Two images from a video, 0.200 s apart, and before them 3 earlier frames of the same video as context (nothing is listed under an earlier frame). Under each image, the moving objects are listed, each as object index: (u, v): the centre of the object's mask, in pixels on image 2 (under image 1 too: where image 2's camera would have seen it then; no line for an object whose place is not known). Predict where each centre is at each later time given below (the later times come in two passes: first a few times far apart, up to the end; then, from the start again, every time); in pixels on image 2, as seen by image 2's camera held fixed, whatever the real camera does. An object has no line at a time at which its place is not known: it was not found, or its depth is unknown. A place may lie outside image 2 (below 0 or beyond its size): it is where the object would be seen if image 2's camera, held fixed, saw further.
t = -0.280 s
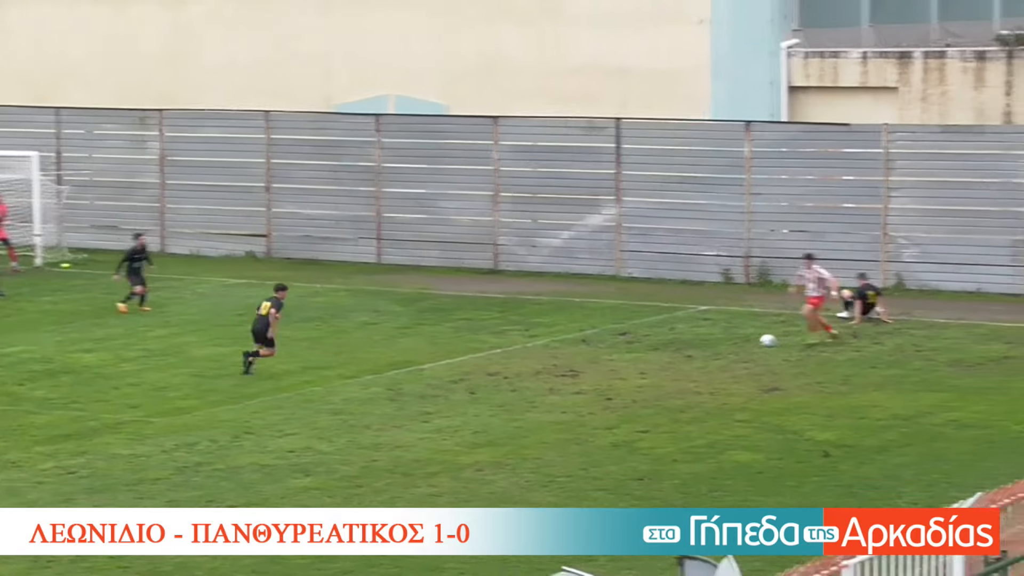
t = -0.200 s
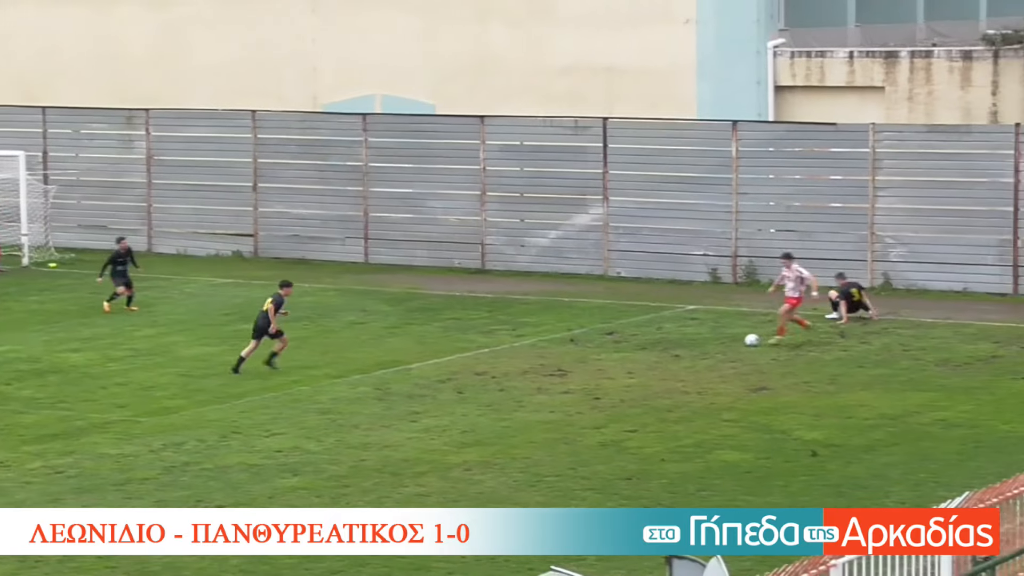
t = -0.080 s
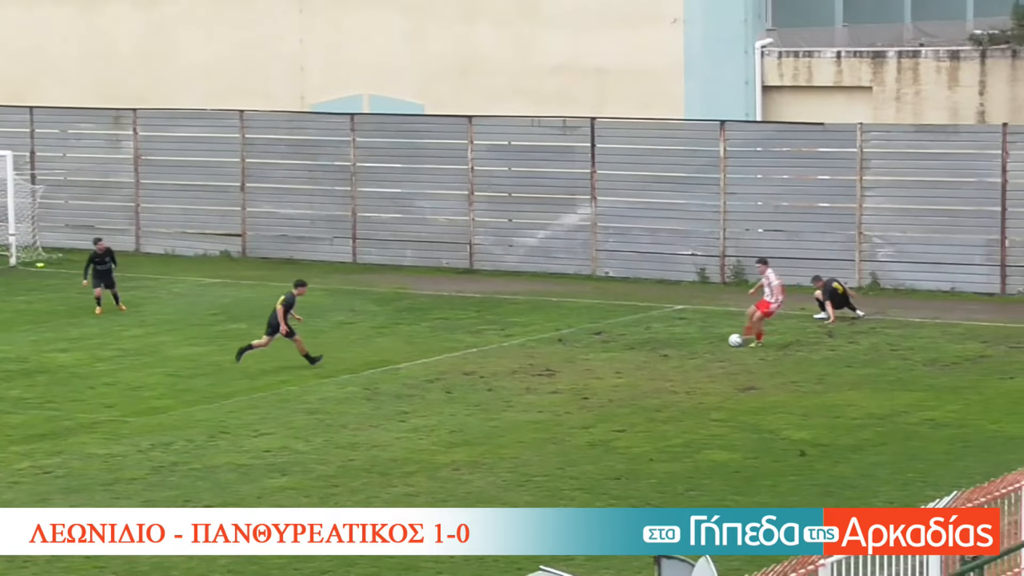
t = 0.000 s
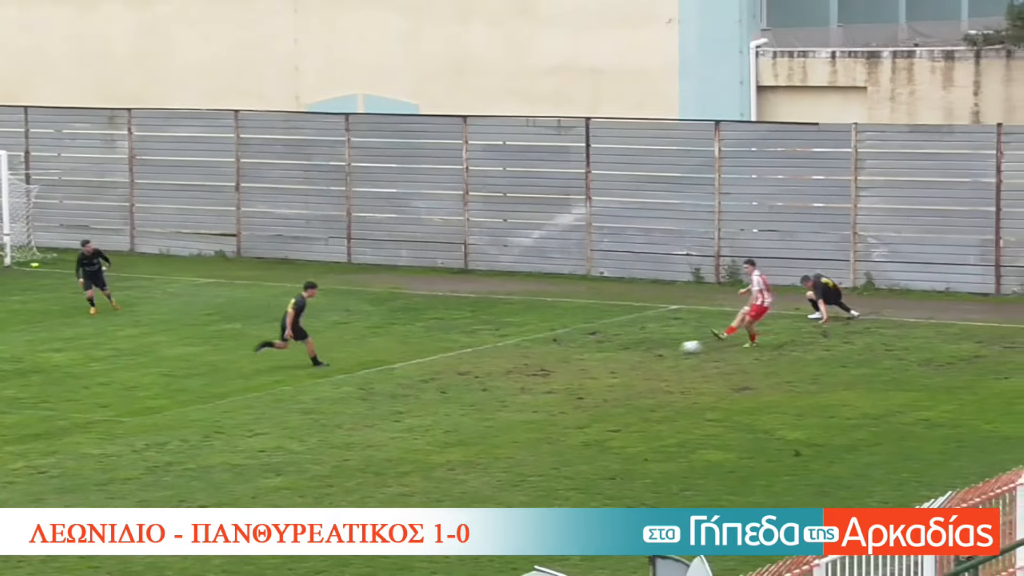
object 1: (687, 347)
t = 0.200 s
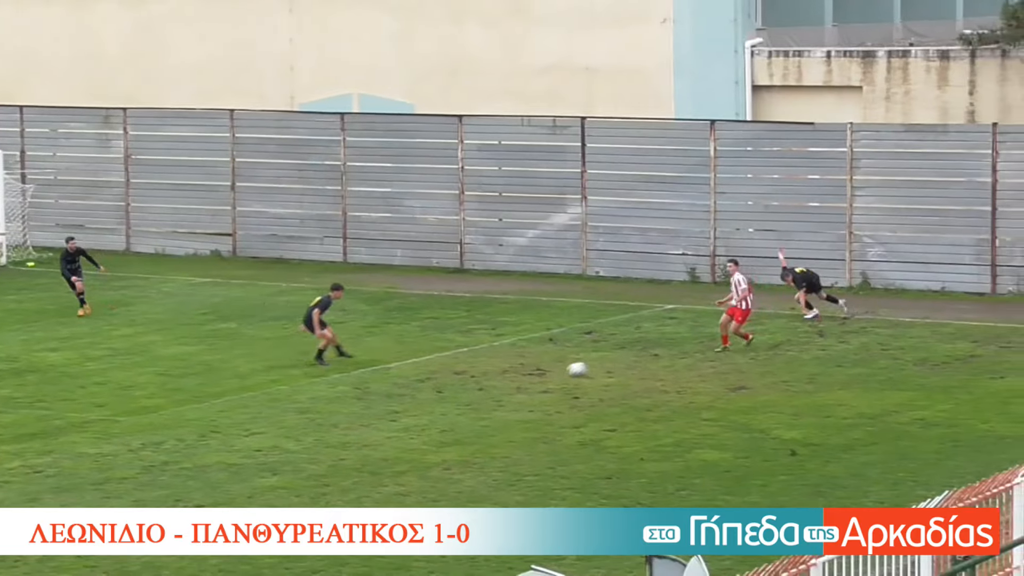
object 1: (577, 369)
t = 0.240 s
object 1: (555, 373)
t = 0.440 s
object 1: (457, 385)
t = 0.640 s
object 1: (362, 413)
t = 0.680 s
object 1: (343, 421)
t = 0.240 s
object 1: (555, 373)
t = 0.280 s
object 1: (535, 377)
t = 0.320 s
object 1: (515, 382)
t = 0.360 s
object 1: (495, 384)
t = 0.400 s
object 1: (475, 383)
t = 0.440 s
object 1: (457, 385)
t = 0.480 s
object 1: (438, 387)
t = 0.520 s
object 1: (420, 392)
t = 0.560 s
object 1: (401, 397)
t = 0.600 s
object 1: (381, 404)
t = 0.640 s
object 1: (362, 413)
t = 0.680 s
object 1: (343, 421)
